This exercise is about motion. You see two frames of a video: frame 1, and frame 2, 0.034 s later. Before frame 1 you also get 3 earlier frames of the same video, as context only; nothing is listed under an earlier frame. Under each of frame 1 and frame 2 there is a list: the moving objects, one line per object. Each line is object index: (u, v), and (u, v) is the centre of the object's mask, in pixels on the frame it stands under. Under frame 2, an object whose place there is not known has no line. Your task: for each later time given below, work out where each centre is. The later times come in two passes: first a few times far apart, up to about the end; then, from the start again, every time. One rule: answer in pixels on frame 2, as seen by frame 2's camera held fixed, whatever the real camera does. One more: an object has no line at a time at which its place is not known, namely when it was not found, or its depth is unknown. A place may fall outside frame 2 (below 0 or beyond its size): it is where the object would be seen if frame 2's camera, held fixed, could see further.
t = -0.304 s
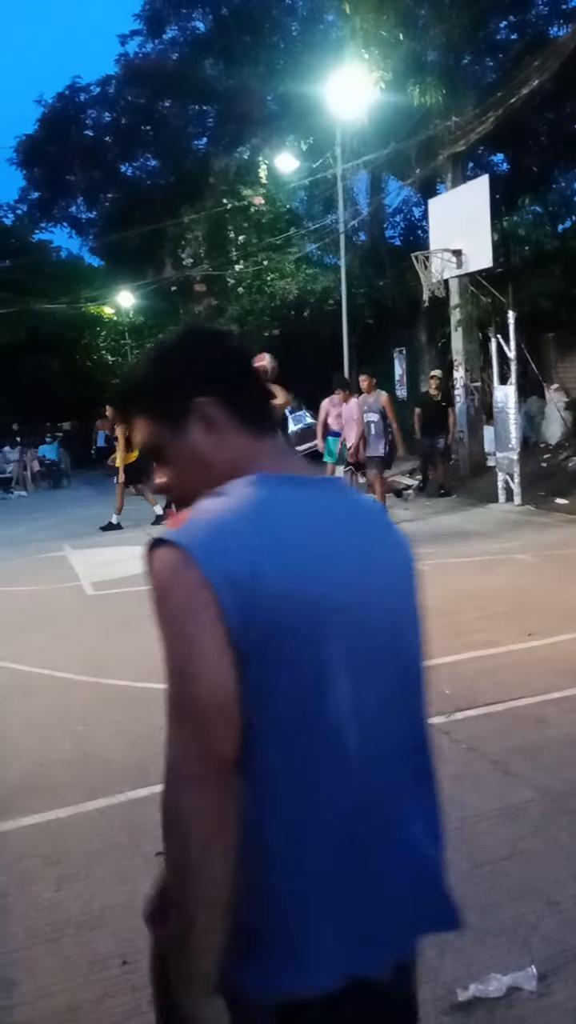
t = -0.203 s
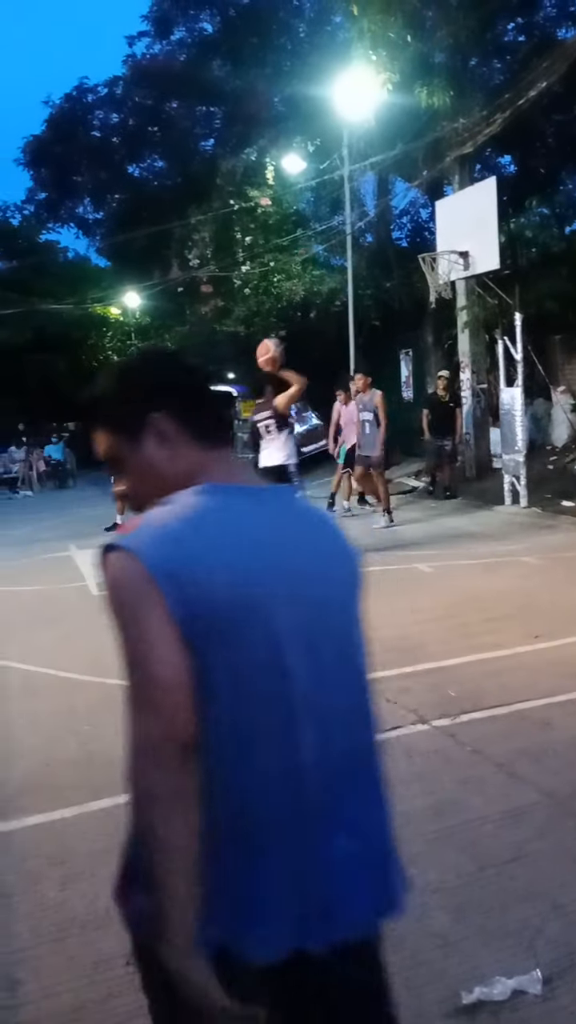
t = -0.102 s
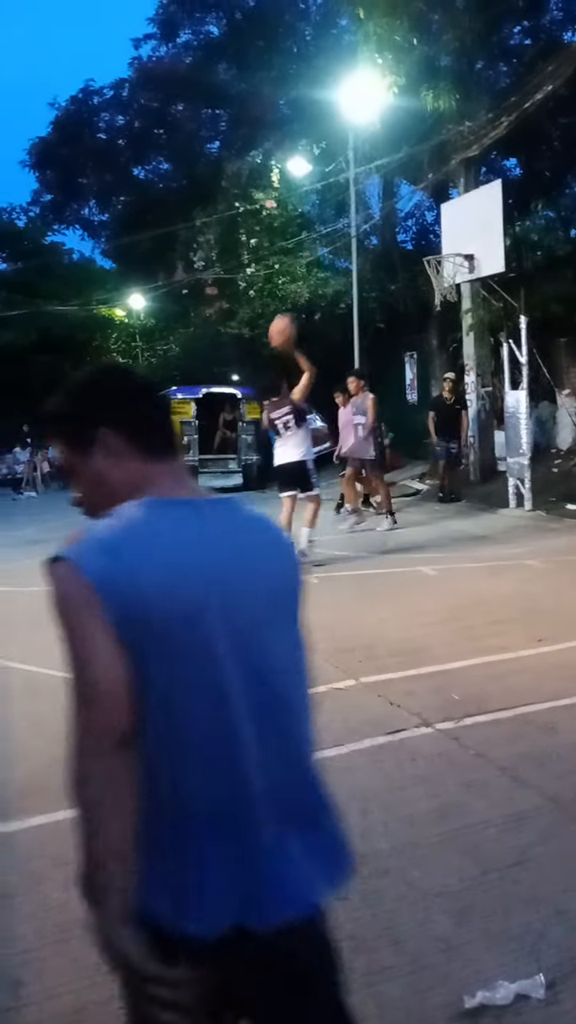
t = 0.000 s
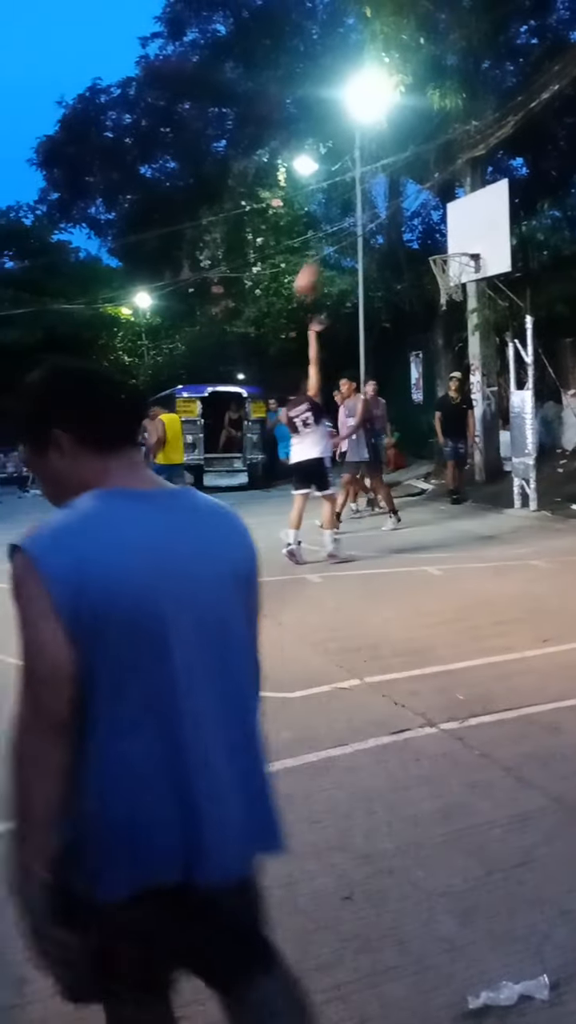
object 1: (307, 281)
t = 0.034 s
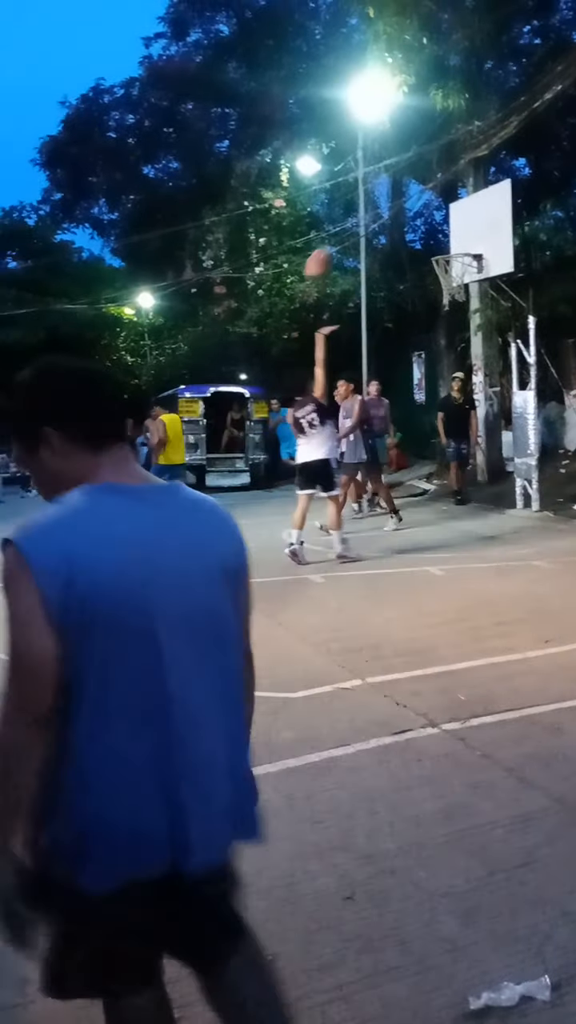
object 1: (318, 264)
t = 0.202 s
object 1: (356, 211)
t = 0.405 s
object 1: (400, 189)
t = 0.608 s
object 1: (440, 208)
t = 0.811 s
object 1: (469, 229)
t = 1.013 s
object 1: (460, 197)
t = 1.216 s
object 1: (456, 204)
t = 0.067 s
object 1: (326, 251)
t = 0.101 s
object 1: (333, 238)
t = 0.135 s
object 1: (341, 226)
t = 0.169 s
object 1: (349, 219)
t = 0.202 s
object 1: (356, 211)
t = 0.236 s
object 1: (364, 203)
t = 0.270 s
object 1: (372, 197)
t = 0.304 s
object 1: (377, 193)
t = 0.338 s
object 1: (385, 190)
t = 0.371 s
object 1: (393, 189)
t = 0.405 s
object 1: (400, 189)
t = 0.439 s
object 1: (408, 189)
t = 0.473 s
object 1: (414, 190)
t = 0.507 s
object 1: (422, 193)
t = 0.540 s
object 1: (427, 196)
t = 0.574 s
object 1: (435, 202)
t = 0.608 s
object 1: (440, 208)
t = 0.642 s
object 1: (447, 215)
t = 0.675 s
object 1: (453, 223)
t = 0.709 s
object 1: (460, 233)
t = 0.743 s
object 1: (465, 242)
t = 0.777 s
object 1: (469, 237)
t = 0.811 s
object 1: (469, 229)
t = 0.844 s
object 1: (468, 221)
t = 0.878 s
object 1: (464, 214)
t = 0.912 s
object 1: (462, 208)
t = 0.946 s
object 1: (462, 203)
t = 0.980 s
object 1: (461, 199)
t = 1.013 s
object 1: (460, 197)
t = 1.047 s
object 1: (460, 195)
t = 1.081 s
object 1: (460, 195)
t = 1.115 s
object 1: (458, 196)
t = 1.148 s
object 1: (457, 198)
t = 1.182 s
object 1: (457, 200)
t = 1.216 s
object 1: (456, 204)
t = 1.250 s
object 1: (455, 209)
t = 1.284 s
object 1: (455, 215)
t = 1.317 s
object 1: (454, 223)
